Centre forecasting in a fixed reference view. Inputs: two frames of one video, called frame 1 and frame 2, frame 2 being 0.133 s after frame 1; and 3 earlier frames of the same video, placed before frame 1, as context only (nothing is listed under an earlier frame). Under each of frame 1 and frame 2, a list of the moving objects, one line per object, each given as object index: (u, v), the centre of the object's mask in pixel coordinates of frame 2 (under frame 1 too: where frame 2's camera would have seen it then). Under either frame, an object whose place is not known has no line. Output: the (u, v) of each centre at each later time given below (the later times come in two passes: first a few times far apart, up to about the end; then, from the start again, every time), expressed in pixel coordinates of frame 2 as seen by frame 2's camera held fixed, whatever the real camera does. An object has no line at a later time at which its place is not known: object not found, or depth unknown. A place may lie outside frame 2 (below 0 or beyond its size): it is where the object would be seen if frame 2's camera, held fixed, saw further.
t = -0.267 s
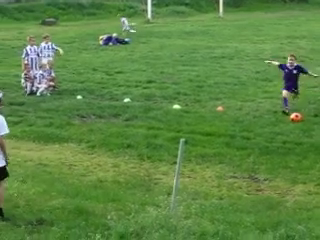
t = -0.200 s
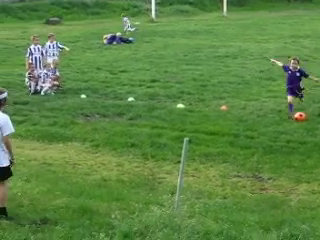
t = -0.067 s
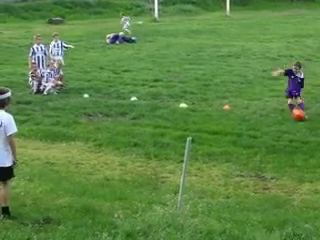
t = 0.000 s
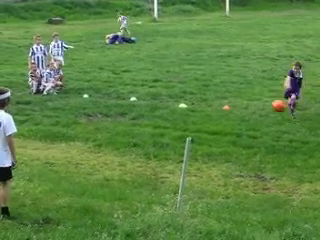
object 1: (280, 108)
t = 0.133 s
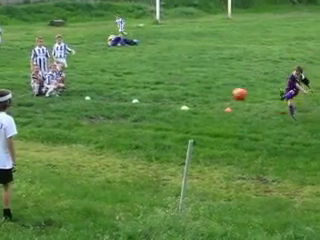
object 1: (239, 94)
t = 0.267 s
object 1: (194, 89)
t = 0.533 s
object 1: (90, 108)
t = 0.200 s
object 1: (217, 90)
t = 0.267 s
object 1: (194, 89)
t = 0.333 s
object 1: (171, 89)
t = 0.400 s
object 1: (145, 93)
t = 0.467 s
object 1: (118, 99)
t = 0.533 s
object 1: (90, 108)
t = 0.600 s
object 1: (60, 121)
